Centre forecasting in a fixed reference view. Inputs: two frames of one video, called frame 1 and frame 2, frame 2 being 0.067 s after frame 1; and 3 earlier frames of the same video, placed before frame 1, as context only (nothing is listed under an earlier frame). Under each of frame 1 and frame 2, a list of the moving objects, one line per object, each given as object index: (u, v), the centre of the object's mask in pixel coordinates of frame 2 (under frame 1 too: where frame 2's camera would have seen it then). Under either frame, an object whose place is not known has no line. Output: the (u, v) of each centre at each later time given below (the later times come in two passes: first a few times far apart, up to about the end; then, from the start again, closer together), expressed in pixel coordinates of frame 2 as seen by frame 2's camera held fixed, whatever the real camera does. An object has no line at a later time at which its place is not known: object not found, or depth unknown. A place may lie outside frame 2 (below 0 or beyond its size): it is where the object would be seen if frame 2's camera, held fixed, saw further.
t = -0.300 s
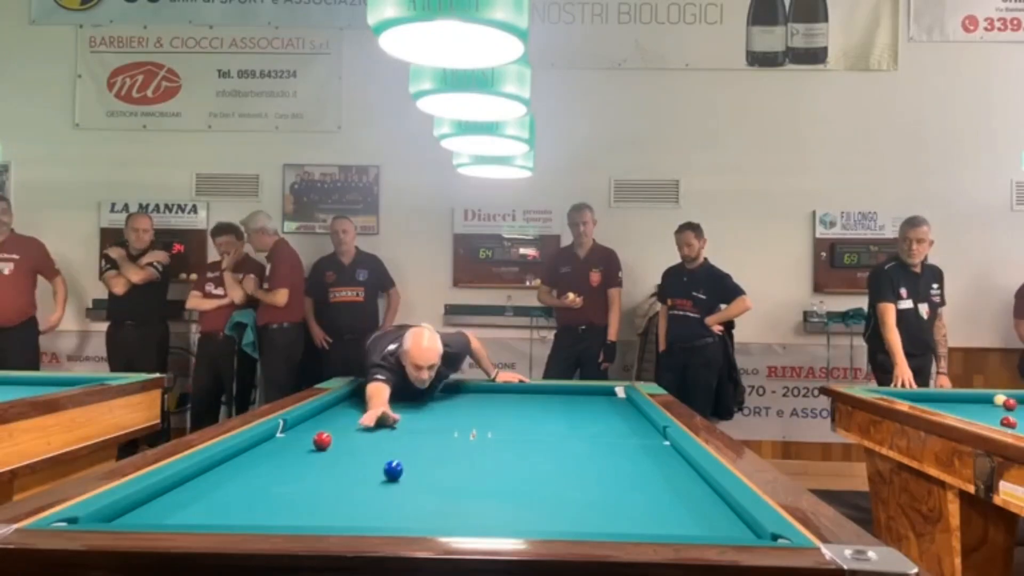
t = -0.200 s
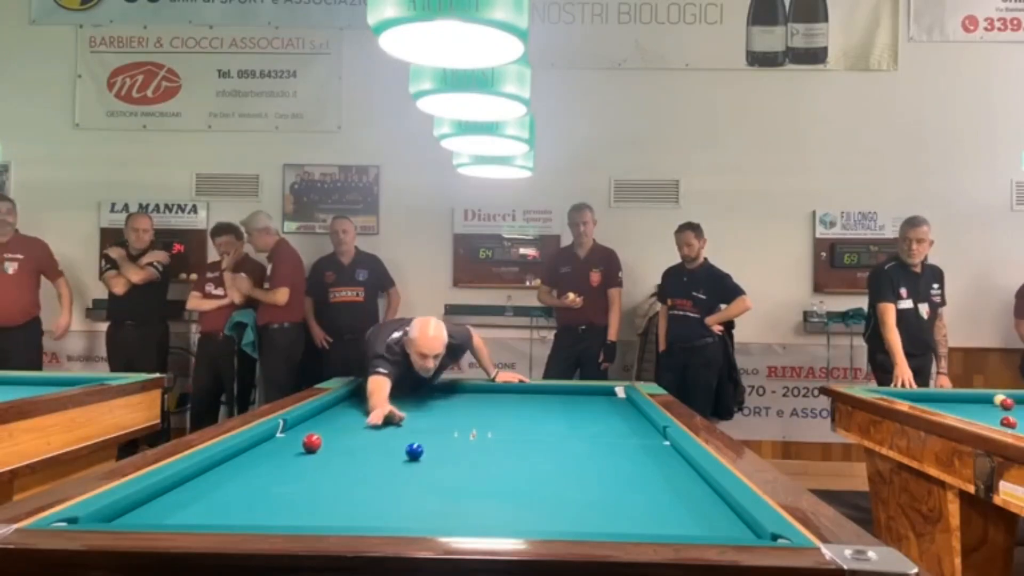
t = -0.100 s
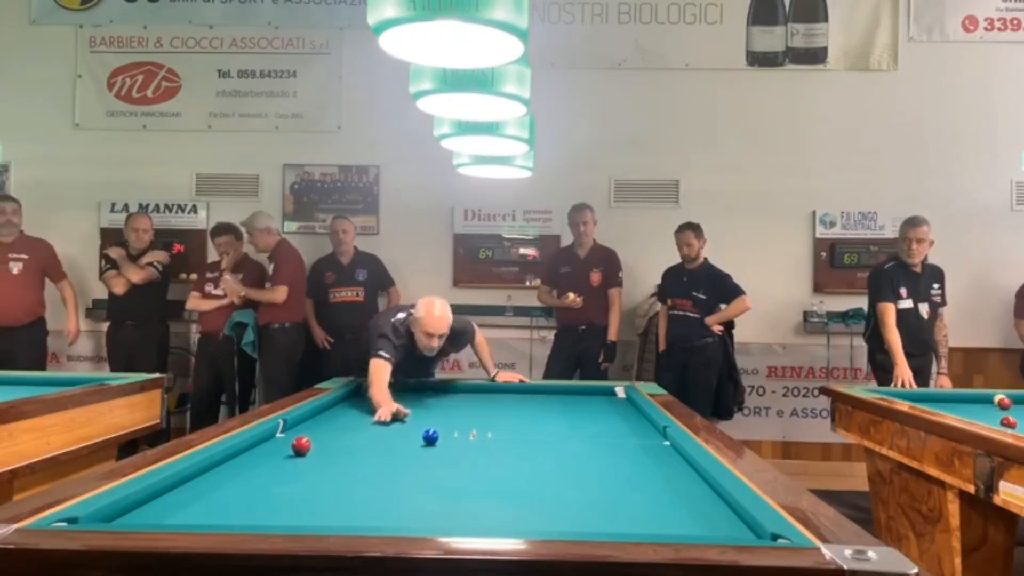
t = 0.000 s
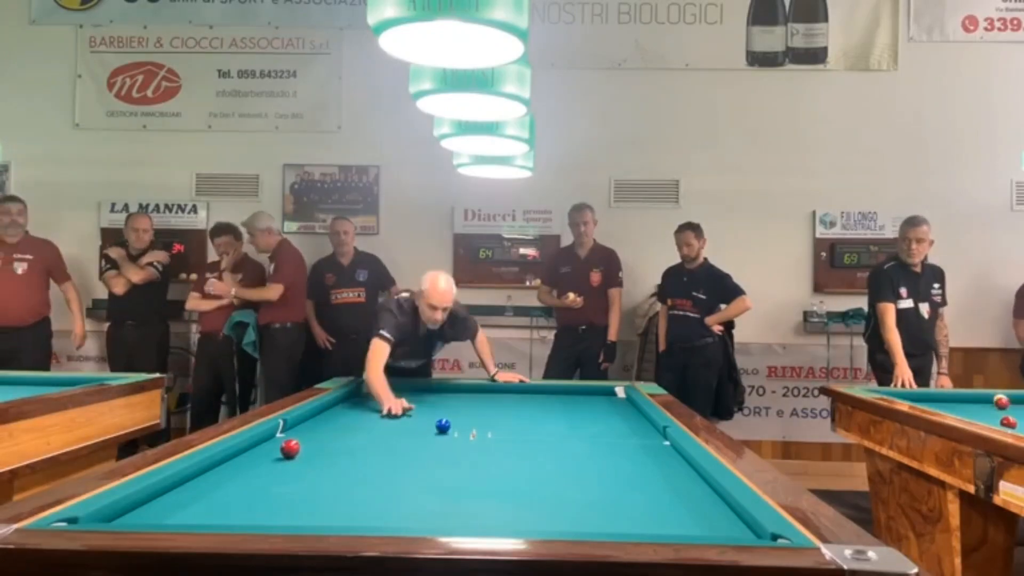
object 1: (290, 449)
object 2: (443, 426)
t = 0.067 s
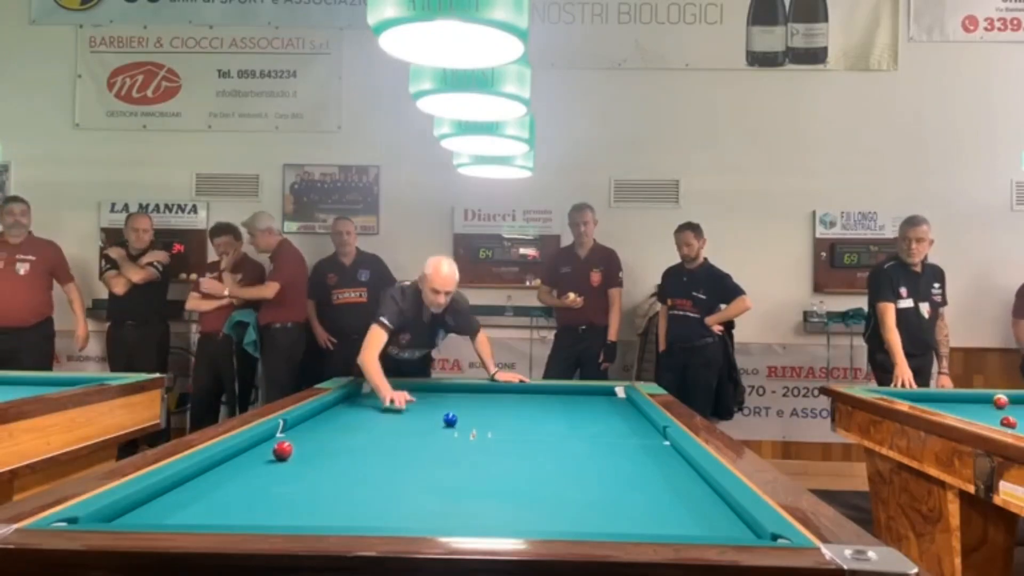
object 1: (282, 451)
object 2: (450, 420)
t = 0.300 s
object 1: (255, 457)
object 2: (470, 403)
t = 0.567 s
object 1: (221, 465)
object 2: (485, 390)
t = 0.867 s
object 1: (207, 474)
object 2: (479, 402)
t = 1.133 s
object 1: (202, 482)
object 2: (474, 414)
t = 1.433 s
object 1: (195, 491)
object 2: (468, 431)
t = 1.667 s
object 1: (190, 499)
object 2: (461, 447)
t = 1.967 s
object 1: (185, 505)
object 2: (453, 465)
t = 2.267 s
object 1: (178, 513)
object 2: (438, 499)
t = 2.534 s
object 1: (172, 518)
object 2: (421, 526)
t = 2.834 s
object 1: (175, 520)
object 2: (437, 502)
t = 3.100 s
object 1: (188, 518)
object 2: (448, 480)
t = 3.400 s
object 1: (202, 515)
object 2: (457, 461)
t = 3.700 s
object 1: (214, 512)
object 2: (464, 446)
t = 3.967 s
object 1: (223, 510)
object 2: (470, 435)
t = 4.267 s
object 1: (233, 507)
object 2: (475, 424)
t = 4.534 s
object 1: (240, 503)
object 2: (478, 417)
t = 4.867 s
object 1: (247, 501)
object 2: (482, 410)
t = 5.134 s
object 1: (252, 498)
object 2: (484, 403)
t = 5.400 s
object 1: (257, 496)
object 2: (486, 399)
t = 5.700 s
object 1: (262, 494)
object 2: (488, 394)
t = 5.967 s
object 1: (265, 492)
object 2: (490, 390)
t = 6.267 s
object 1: (268, 490)
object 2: (489, 391)
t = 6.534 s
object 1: (271, 489)
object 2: (487, 393)
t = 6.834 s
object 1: (273, 488)
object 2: (485, 397)
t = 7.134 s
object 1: (274, 487)
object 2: (482, 400)
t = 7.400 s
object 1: (274, 487)
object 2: (481, 402)
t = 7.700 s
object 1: (274, 487)
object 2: (478, 405)
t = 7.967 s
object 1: (274, 487)
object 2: (476, 407)
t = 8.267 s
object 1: (274, 487)
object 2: (474, 411)
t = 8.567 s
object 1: (274, 487)
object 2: (471, 414)
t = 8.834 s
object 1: (274, 487)
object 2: (468, 417)
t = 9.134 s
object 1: (274, 487)
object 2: (465, 420)
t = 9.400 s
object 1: (274, 487)
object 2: (462, 423)
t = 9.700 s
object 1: (274, 487)
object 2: (459, 426)
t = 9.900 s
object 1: (274, 487)
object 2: (457, 428)
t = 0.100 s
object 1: (278, 451)
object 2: (453, 417)
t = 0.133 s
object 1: (274, 453)
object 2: (456, 414)
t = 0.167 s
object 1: (271, 453)
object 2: (459, 412)
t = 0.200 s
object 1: (267, 454)
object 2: (462, 409)
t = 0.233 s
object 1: (263, 455)
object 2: (465, 407)
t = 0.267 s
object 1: (259, 456)
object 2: (467, 405)
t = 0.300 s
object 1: (255, 457)
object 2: (470, 403)
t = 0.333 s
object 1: (250, 458)
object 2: (472, 401)
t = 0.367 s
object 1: (246, 459)
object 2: (475, 399)
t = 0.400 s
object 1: (242, 460)
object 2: (477, 397)
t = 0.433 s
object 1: (238, 461)
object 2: (479, 395)
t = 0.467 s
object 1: (234, 462)
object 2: (481, 393)
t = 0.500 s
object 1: (229, 463)
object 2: (482, 390)
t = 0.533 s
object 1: (225, 464)
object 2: (485, 389)
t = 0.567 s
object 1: (221, 465)
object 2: (485, 390)
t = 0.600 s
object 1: (216, 466)
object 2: (484, 391)
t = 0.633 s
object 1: (212, 467)
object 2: (483, 392)
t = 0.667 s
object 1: (211, 468)
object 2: (482, 393)
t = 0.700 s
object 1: (211, 469)
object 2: (482, 396)
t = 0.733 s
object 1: (210, 470)
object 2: (481, 397)
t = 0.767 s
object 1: (209, 471)
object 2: (480, 398)
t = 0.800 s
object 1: (209, 472)
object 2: (480, 400)
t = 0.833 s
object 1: (208, 473)
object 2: (479, 401)
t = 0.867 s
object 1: (207, 474)
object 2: (479, 402)
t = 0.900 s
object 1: (206, 475)
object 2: (478, 403)
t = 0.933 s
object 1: (206, 476)
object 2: (478, 405)
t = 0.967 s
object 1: (205, 477)
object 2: (477, 406)
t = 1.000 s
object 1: (204, 478)
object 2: (476, 408)
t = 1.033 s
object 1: (204, 479)
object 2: (476, 409)
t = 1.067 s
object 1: (203, 480)
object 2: (475, 411)
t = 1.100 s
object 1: (203, 481)
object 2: (475, 413)
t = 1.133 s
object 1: (202, 482)
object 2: (474, 414)
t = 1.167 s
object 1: (201, 483)
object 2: (473, 416)
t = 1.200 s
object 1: (200, 484)
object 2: (473, 418)
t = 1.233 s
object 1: (200, 485)
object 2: (472, 419)
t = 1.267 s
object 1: (199, 486)
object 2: (471, 421)
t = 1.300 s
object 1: (198, 487)
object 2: (471, 423)
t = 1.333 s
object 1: (197, 487)
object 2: (470, 425)
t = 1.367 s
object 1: (197, 489)
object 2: (469, 427)
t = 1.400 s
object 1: (196, 490)
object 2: (468, 428)
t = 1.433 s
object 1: (195, 491)
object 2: (468, 431)
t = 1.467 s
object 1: (195, 492)
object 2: (467, 433)
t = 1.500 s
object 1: (194, 493)
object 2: (466, 435)
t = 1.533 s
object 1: (193, 494)
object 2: (465, 437)
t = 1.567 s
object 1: (192, 495)
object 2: (464, 440)
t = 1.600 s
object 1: (191, 496)
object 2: (463, 442)
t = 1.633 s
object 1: (191, 497)
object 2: (462, 445)
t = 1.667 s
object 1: (190, 499)
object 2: (461, 447)
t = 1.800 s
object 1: (189, 500)
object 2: (459, 450)
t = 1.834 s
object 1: (188, 501)
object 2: (458, 453)
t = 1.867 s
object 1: (188, 502)
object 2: (457, 455)
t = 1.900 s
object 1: (187, 503)
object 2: (456, 458)
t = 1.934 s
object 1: (186, 504)
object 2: (455, 462)
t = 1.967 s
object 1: (185, 505)
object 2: (453, 465)
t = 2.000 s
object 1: (184, 507)
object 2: (452, 468)
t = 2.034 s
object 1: (184, 508)
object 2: (451, 471)
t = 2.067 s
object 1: (183, 509)
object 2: (449, 475)
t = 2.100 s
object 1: (182, 509)
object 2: (447, 478)
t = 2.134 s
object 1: (181, 510)
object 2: (446, 482)
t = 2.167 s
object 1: (181, 511)
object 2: (444, 486)
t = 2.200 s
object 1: (180, 512)
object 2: (442, 490)
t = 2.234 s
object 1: (179, 513)
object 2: (440, 495)
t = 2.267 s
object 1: (178, 513)
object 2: (438, 499)
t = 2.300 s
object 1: (177, 513)
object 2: (436, 504)
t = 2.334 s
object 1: (177, 514)
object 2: (434, 509)
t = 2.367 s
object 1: (176, 515)
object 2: (432, 513)
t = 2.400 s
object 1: (175, 515)
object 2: (430, 517)
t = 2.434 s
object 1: (174, 516)
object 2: (427, 520)
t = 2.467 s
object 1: (173, 517)
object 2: (424, 523)
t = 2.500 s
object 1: (173, 517)
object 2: (422, 525)
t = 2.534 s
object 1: (172, 518)
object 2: (421, 526)
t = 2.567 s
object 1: (171, 519)
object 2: (424, 523)
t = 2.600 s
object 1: (171, 519)
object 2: (426, 521)
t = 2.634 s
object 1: (170, 520)
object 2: (428, 519)
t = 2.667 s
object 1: (169, 520)
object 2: (429, 517)
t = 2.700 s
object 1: (168, 521)
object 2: (431, 515)
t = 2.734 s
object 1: (168, 521)
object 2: (433, 513)
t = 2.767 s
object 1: (171, 521)
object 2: (434, 509)
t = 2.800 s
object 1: (173, 520)
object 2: (436, 505)
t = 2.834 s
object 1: (175, 520)
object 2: (437, 502)
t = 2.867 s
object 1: (177, 519)
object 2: (439, 499)
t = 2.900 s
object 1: (178, 519)
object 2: (440, 496)
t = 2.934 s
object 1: (180, 519)
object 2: (441, 493)
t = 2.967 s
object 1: (182, 519)
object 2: (443, 490)
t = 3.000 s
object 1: (184, 519)
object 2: (444, 488)
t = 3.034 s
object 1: (185, 518)
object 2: (445, 485)
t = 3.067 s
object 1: (187, 518)
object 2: (446, 483)
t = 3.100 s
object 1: (188, 518)
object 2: (448, 480)
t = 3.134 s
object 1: (190, 517)
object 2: (449, 478)
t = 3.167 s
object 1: (192, 517)
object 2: (450, 475)
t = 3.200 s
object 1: (193, 516)
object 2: (451, 473)
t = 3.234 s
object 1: (195, 516)
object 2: (452, 471)
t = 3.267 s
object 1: (196, 516)
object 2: (453, 469)
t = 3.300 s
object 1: (198, 516)
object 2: (454, 467)
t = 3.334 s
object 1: (199, 516)
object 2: (455, 465)
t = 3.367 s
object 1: (201, 515)
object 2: (456, 463)
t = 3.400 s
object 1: (202, 515)
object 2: (457, 461)
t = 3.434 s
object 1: (203, 515)
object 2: (458, 459)
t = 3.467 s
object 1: (205, 514)
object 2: (459, 458)
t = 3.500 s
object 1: (206, 514)
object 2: (459, 456)
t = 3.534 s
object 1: (208, 514)
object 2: (460, 454)
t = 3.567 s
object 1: (209, 513)
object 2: (461, 452)
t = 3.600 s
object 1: (210, 513)
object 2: (462, 451)
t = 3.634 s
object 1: (211, 513)
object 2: (463, 449)
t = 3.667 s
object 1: (213, 513)
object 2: (463, 447)
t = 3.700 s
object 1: (214, 512)
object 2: (464, 446)
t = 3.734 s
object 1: (215, 512)
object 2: (465, 445)
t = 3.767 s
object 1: (217, 512)
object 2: (466, 443)
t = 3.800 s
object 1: (218, 511)
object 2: (466, 441)
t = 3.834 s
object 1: (219, 511)
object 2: (467, 440)
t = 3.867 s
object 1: (220, 510)
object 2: (468, 439)
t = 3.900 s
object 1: (221, 511)
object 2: (468, 437)
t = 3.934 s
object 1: (222, 510)
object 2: (469, 436)
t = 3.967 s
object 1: (223, 510)
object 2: (470, 435)
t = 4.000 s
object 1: (224, 509)
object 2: (470, 433)
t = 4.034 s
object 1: (225, 509)
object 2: (471, 432)
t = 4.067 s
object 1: (227, 509)
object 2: (471, 431)
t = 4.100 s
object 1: (227, 508)
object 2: (472, 430)
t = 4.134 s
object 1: (229, 508)
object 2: (473, 429)
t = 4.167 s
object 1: (230, 508)
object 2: (473, 427)
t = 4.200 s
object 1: (231, 507)
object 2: (474, 426)
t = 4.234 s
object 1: (232, 507)
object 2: (474, 425)
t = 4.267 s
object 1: (233, 507)
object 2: (475, 424)
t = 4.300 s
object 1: (234, 506)
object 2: (475, 423)
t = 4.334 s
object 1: (234, 506)
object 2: (476, 422)
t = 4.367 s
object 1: (235, 505)
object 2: (476, 421)
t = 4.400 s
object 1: (236, 505)
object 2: (477, 420)
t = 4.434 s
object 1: (237, 504)
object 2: (477, 419)
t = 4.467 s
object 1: (238, 504)
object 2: (478, 418)
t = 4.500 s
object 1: (239, 504)
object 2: (478, 417)
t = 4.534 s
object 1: (240, 503)
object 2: (478, 417)
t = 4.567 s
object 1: (241, 503)
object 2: (479, 415)
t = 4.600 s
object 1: (242, 503)
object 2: (479, 414)
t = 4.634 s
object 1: (242, 502)
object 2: (480, 414)
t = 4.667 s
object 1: (243, 502)
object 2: (480, 413)
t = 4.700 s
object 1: (244, 501)
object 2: (480, 412)
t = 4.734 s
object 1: (245, 501)
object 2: (481, 411)
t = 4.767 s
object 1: (245, 501)
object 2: (481, 411)
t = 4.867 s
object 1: (247, 501)
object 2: (482, 410)
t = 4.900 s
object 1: (247, 500)
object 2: (482, 409)
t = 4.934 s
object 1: (248, 500)
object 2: (482, 408)
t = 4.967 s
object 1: (249, 499)
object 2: (483, 407)
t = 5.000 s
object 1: (249, 499)
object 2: (483, 406)
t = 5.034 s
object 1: (250, 499)
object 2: (483, 406)
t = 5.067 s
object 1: (251, 499)
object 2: (484, 405)
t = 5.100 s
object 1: (251, 498)
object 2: (484, 404)
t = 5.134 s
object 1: (252, 498)
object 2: (484, 403)
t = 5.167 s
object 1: (253, 498)
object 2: (484, 403)
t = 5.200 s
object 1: (253, 497)
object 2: (484, 402)
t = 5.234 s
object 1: (254, 497)
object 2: (485, 401)
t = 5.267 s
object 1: (255, 497)
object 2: (485, 401)
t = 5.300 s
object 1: (255, 497)
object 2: (486, 400)
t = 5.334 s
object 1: (256, 496)
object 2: (486, 400)
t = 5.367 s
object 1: (257, 496)
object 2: (486, 399)
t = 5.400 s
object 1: (257, 496)
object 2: (486, 399)
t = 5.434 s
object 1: (258, 496)
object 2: (487, 399)
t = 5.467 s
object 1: (258, 495)
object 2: (487, 398)
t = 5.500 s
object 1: (259, 495)
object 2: (487, 397)
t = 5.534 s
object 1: (260, 495)
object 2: (487, 397)
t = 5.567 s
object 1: (260, 495)
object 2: (488, 396)
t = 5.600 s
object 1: (261, 494)
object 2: (488, 396)
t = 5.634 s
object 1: (261, 494)
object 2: (488, 395)
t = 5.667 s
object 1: (261, 494)
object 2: (488, 395)
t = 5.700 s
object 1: (262, 494)
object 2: (488, 394)
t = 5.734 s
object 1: (262, 494)
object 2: (489, 394)
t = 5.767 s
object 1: (263, 494)
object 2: (489, 393)
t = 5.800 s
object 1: (263, 493)
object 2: (489, 393)
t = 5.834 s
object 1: (264, 493)
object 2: (489, 393)
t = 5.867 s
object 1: (264, 493)
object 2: (490, 390)
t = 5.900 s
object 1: (264, 492)
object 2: (490, 390)
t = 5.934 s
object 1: (265, 492)
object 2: (490, 389)
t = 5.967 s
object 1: (265, 492)
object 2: (490, 390)
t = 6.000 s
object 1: (265, 492)
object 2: (490, 390)
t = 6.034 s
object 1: (266, 492)
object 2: (490, 390)
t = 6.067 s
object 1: (266, 491)
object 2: (490, 390)
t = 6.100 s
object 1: (266, 491)
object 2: (490, 390)
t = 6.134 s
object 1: (267, 491)
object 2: (489, 390)
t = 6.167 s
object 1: (267, 491)
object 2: (489, 391)
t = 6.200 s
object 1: (267, 491)
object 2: (489, 391)
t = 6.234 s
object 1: (268, 491)
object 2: (489, 391)
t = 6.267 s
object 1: (268, 490)
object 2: (489, 391)
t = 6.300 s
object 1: (268, 490)
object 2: (489, 391)
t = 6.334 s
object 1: (269, 490)
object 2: (488, 392)
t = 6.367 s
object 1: (269, 490)
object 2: (488, 392)
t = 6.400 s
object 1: (269, 490)
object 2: (488, 392)
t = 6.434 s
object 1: (270, 490)
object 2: (488, 392)
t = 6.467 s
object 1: (270, 489)
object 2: (487, 393)
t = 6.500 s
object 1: (270, 490)
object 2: (487, 393)
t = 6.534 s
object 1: (271, 489)
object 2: (487, 393)
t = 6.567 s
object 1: (271, 489)
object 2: (487, 394)
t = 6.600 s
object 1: (271, 489)
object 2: (486, 394)
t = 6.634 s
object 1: (271, 489)
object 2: (486, 394)
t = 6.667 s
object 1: (272, 489)
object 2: (486, 394)
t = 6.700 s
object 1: (272, 489)
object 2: (485, 395)
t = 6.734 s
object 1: (272, 489)
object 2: (485, 395)
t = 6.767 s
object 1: (273, 489)
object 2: (485, 395)
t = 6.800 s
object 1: (273, 489)
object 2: (485, 395)
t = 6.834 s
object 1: (273, 488)
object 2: (485, 397)
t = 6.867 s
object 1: (273, 488)
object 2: (484, 397)
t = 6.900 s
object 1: (273, 488)
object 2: (484, 397)
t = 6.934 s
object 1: (274, 488)
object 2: (484, 398)
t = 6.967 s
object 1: (274, 488)
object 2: (484, 398)
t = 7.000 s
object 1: (274, 488)
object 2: (483, 398)
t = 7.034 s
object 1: (274, 488)
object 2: (483, 399)
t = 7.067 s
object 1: (274, 488)
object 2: (483, 399)
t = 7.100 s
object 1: (274, 488)
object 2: (483, 399)
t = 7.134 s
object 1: (274, 487)
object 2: (482, 400)
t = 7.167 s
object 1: (274, 488)
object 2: (482, 400)
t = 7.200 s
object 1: (274, 488)
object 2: (482, 400)
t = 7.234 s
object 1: (274, 488)
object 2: (482, 400)
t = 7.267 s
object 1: (274, 488)
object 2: (482, 401)
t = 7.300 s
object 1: (274, 487)
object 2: (481, 401)
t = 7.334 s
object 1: (274, 487)
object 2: (481, 401)
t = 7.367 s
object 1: (274, 487)
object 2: (481, 402)
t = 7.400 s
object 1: (274, 487)
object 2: (481, 402)
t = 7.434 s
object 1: (274, 487)
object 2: (481, 402)
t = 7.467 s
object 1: (274, 487)
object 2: (480, 403)
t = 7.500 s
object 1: (274, 487)
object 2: (480, 403)
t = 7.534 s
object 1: (274, 487)
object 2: (480, 403)
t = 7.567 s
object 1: (274, 487)
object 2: (479, 403)
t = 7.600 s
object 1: (274, 487)
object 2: (479, 404)
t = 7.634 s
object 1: (274, 487)
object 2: (479, 404)
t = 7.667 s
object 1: (274, 487)
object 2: (478, 405)
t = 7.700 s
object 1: (274, 487)
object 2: (478, 405)
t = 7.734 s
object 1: (274, 487)
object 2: (478, 406)
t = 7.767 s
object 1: (274, 487)
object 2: (477, 406)
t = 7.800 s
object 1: (274, 487)
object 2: (477, 407)
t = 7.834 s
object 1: (274, 487)
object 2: (477, 407)
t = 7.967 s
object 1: (274, 487)
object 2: (476, 407)
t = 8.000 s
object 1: (274, 487)
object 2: (476, 408)
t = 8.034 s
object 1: (274, 487)
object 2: (476, 408)
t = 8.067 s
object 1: (274, 487)
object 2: (475, 408)
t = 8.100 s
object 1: (274, 487)
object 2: (475, 409)
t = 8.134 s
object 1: (274, 487)
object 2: (475, 409)
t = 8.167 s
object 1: (274, 487)
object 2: (475, 409)
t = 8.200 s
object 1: (274, 487)
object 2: (474, 410)
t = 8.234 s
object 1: (274, 487)
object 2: (474, 410)
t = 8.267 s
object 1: (274, 487)
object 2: (474, 411)
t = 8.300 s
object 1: (274, 487)
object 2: (473, 411)
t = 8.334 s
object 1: (274, 487)
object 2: (473, 411)
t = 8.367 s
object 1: (274, 487)
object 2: (473, 411)
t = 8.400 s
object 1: (274, 487)
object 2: (473, 412)
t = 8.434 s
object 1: (274, 487)
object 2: (472, 412)
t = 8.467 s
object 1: (274, 487)
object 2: (472, 412)
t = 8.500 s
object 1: (274, 487)
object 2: (472, 413)
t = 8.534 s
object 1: (274, 487)
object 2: (471, 413)
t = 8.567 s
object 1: (274, 487)
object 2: (471, 414)
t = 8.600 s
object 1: (274, 487)
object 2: (471, 414)
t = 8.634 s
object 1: (274, 487)
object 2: (470, 415)
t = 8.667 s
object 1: (274, 487)
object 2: (470, 415)
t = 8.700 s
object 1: (274, 487)
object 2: (470, 415)
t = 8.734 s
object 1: (274, 487)
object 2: (469, 416)
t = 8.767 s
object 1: (274, 487)
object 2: (469, 416)
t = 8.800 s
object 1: (274, 487)
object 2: (469, 416)
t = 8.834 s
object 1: (274, 487)
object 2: (468, 417)
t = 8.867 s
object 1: (274, 487)
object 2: (468, 417)
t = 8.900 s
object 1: (274, 487)
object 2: (468, 417)
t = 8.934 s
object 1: (274, 487)
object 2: (467, 418)
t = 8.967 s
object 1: (274, 487)
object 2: (467, 418)
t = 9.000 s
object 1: (274, 487)
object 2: (467, 418)
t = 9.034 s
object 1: (274, 487)
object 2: (467, 419)
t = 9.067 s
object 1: (274, 487)
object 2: (466, 419)
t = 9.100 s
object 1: (274, 487)
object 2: (466, 419)
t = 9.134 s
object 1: (274, 487)
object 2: (465, 420)
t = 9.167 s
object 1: (274, 487)
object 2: (465, 420)
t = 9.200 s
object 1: (274, 487)
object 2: (465, 420)
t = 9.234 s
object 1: (274, 487)
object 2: (465, 421)
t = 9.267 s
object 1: (274, 487)
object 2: (464, 421)
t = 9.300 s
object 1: (274, 487)
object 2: (464, 422)
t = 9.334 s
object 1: (274, 487)
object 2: (463, 422)
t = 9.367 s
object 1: (274, 487)
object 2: (463, 422)
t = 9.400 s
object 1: (274, 487)
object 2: (462, 423)
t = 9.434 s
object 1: (274, 487)
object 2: (462, 423)
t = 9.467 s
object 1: (274, 487)
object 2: (462, 423)
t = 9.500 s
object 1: (274, 487)
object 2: (461, 424)
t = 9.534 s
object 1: (274, 487)
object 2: (461, 424)
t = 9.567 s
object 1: (274, 487)
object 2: (461, 424)
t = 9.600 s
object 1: (274, 487)
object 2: (460, 425)
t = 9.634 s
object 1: (274, 487)
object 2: (460, 425)
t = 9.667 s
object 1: (274, 487)
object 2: (460, 426)
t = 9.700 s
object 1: (274, 487)
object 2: (459, 426)
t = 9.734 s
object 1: (274, 487)
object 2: (459, 426)
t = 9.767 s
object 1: (274, 487)
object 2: (458, 427)
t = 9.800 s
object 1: (274, 487)
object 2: (458, 427)
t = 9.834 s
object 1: (274, 487)
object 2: (457, 427)
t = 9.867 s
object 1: (274, 487)
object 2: (457, 428)
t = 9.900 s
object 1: (274, 487)
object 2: (457, 428)
